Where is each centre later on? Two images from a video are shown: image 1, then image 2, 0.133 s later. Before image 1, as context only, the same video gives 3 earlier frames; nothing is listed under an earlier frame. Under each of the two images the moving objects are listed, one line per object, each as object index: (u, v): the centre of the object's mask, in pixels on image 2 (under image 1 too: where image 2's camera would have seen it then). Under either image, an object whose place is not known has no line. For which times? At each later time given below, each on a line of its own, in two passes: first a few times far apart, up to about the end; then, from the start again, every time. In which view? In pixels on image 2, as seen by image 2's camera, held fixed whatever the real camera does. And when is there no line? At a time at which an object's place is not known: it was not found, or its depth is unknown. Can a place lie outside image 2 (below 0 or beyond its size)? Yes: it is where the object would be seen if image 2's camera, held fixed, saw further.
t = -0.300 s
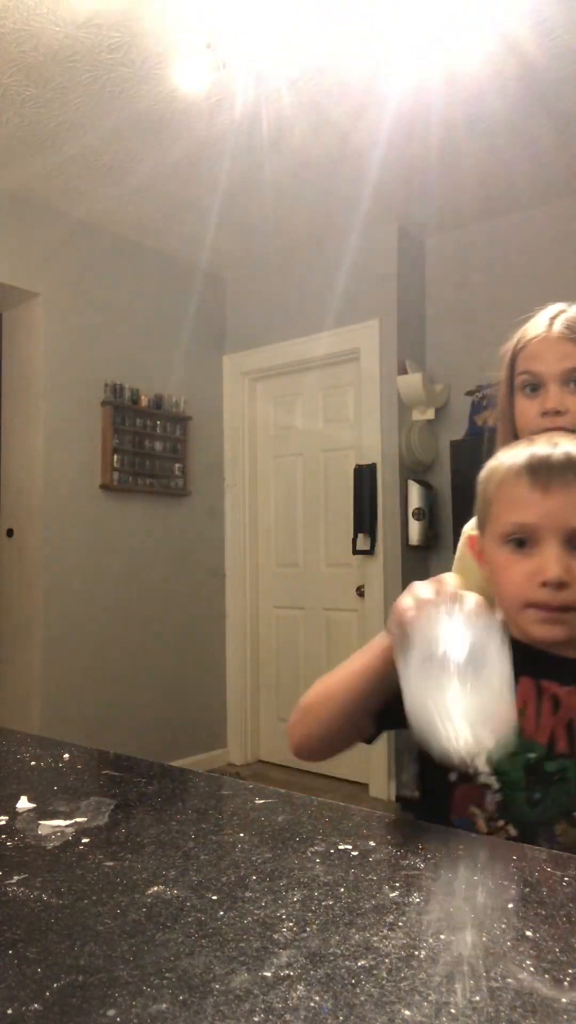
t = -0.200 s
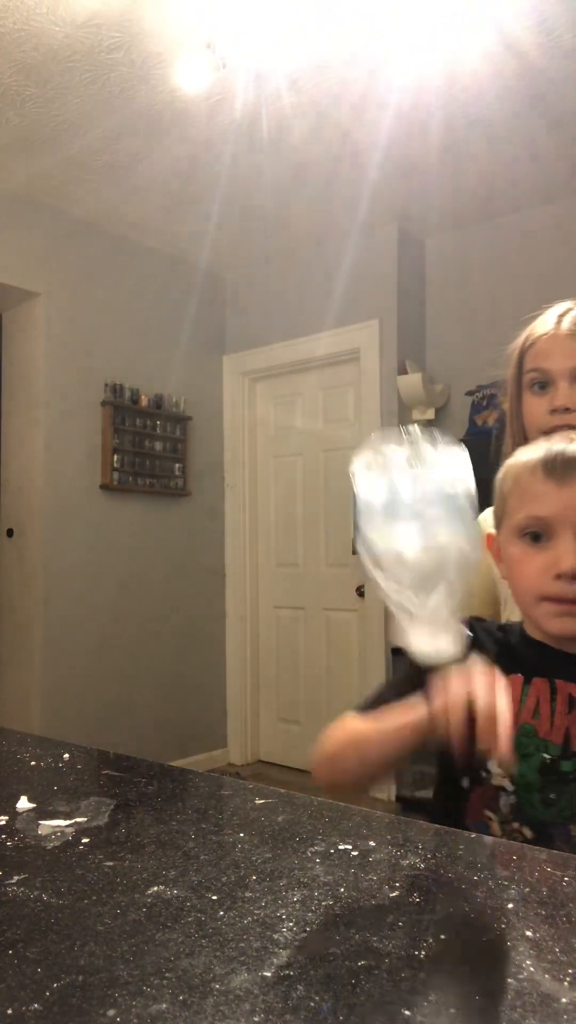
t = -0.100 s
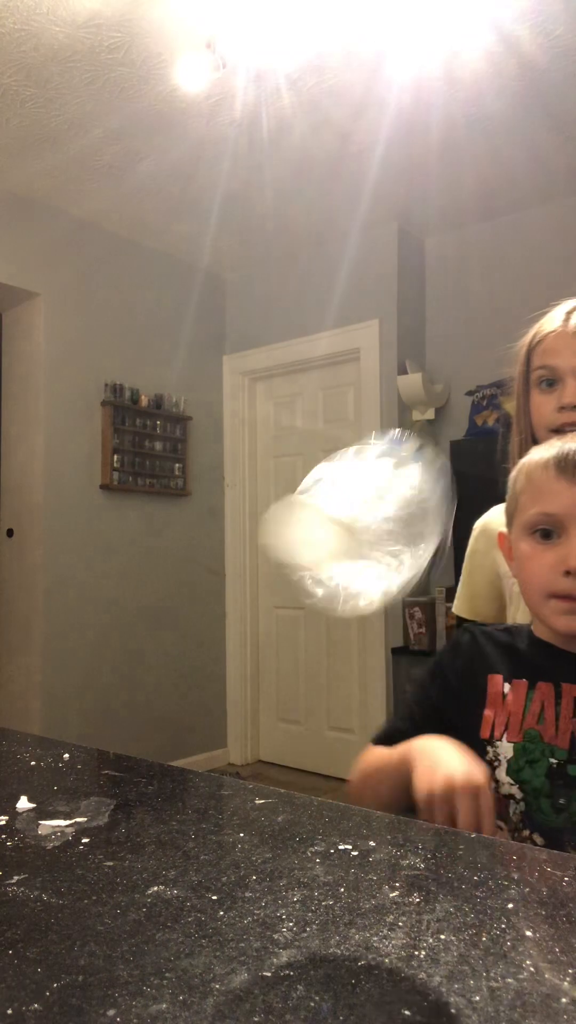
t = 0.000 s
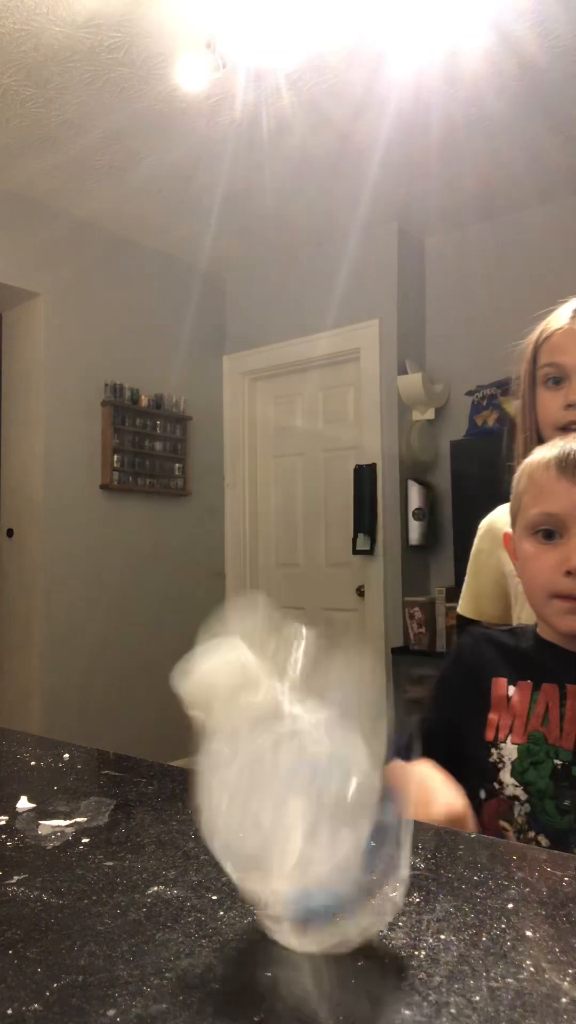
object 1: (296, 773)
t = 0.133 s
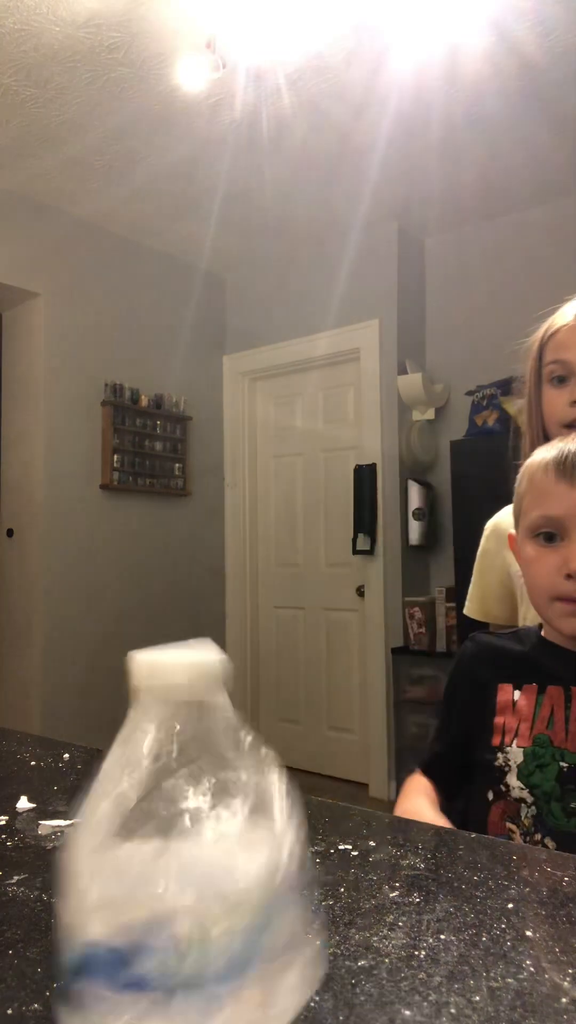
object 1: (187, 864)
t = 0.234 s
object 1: (118, 867)
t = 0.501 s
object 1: (89, 865)
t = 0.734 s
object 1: (89, 865)
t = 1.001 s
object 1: (89, 865)
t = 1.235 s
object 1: (89, 865)
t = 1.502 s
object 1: (89, 865)
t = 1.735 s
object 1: (89, 865)
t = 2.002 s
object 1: (89, 865)
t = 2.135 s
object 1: (89, 866)
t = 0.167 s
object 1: (153, 863)
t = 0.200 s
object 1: (130, 866)
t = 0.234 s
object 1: (118, 867)
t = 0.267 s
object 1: (112, 867)
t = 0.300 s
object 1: (106, 865)
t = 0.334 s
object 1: (98, 864)
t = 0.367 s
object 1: (91, 865)
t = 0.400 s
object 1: (89, 865)
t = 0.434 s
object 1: (89, 865)
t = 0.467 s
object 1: (89, 865)
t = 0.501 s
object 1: (89, 865)
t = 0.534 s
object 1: (89, 865)
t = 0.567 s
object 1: (89, 865)
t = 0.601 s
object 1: (89, 865)
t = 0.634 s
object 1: (89, 865)
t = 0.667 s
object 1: (89, 865)
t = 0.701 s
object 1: (89, 865)
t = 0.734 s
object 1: (89, 865)
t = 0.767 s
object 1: (89, 865)
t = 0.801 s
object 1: (89, 865)
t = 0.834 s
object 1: (89, 865)
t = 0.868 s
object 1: (89, 865)
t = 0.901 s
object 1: (89, 865)
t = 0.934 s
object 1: (89, 865)
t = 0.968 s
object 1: (89, 865)
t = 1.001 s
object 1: (89, 865)
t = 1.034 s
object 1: (89, 865)
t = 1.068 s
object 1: (89, 865)
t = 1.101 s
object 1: (89, 865)
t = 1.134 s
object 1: (89, 865)
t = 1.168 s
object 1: (89, 865)
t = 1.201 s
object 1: (89, 865)
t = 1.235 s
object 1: (89, 865)
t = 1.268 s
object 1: (89, 865)
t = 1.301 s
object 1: (89, 865)
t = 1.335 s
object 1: (89, 865)
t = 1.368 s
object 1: (89, 865)
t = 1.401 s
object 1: (89, 865)
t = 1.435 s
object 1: (89, 865)
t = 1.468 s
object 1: (89, 865)
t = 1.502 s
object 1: (89, 865)
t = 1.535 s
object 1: (89, 865)
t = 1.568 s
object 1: (89, 865)
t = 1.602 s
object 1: (89, 866)
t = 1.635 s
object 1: (89, 865)
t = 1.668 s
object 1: (89, 865)
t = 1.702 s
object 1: (89, 865)
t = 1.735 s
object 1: (89, 865)
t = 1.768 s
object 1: (89, 865)
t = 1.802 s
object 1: (89, 865)
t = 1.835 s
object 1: (89, 865)
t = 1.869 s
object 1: (89, 865)
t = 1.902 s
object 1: (89, 866)
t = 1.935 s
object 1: (89, 865)
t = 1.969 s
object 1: (89, 865)
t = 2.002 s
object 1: (89, 865)
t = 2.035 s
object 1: (89, 865)
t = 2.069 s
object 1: (89, 866)
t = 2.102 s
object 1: (89, 865)
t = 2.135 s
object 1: (89, 866)
